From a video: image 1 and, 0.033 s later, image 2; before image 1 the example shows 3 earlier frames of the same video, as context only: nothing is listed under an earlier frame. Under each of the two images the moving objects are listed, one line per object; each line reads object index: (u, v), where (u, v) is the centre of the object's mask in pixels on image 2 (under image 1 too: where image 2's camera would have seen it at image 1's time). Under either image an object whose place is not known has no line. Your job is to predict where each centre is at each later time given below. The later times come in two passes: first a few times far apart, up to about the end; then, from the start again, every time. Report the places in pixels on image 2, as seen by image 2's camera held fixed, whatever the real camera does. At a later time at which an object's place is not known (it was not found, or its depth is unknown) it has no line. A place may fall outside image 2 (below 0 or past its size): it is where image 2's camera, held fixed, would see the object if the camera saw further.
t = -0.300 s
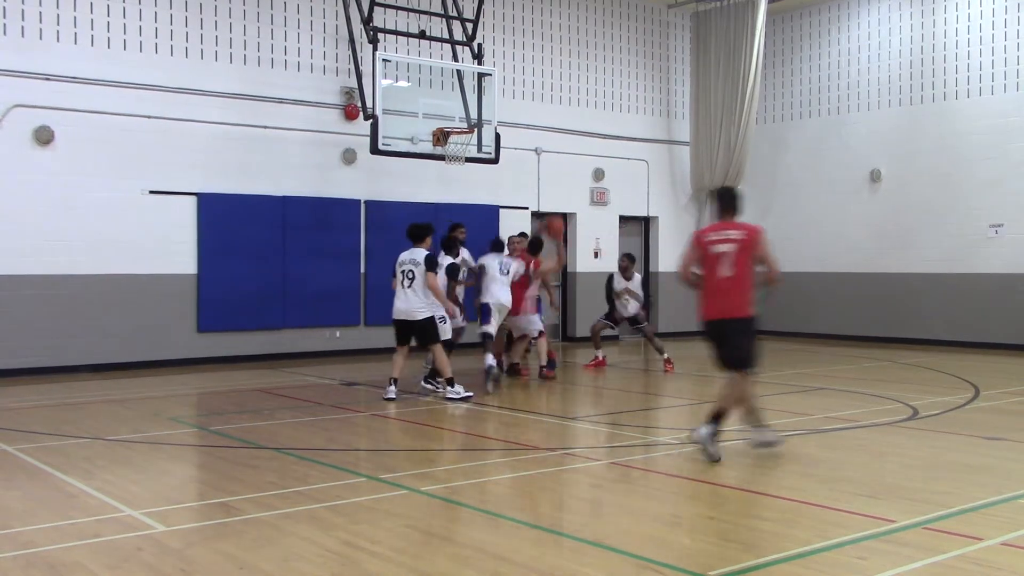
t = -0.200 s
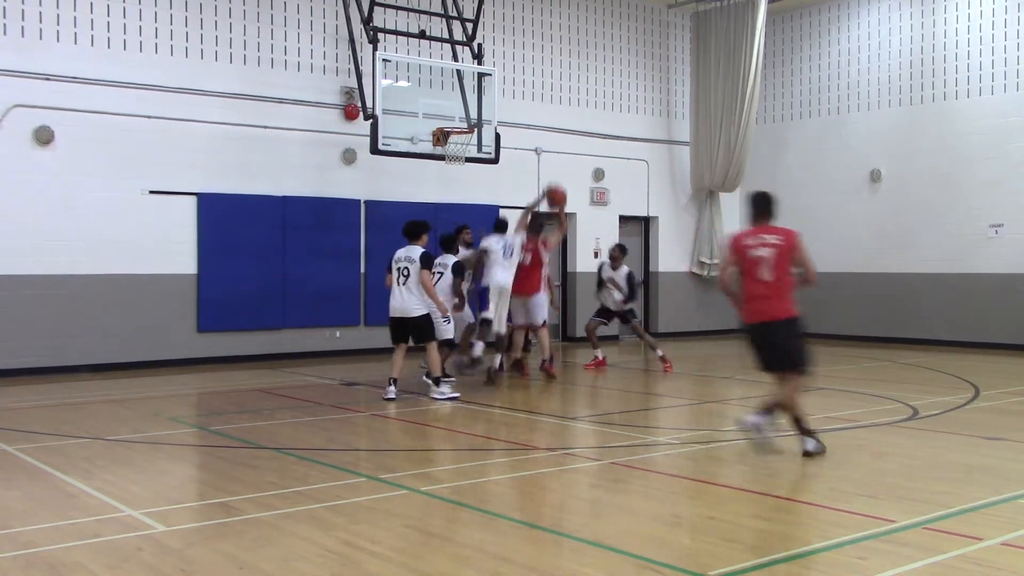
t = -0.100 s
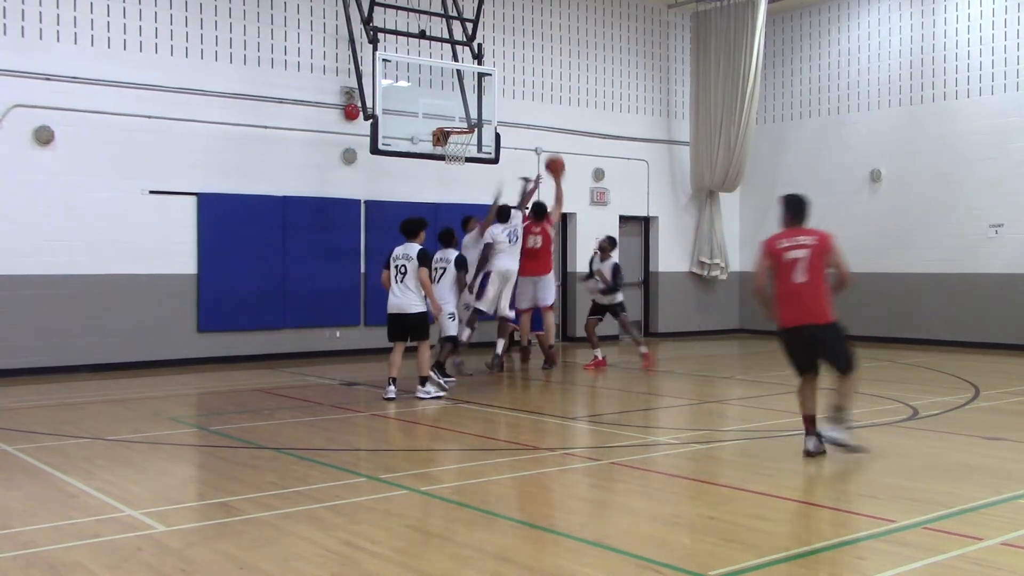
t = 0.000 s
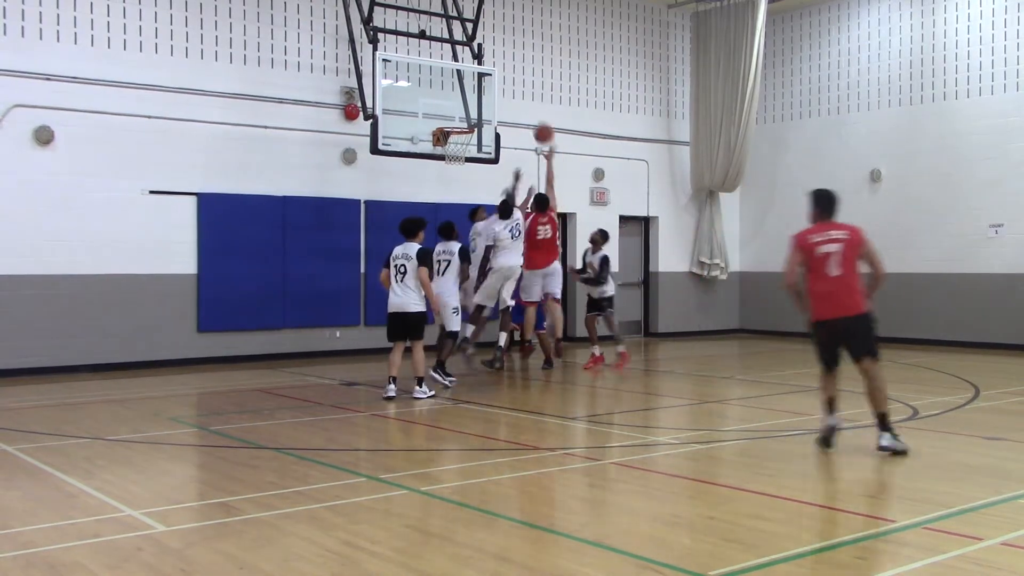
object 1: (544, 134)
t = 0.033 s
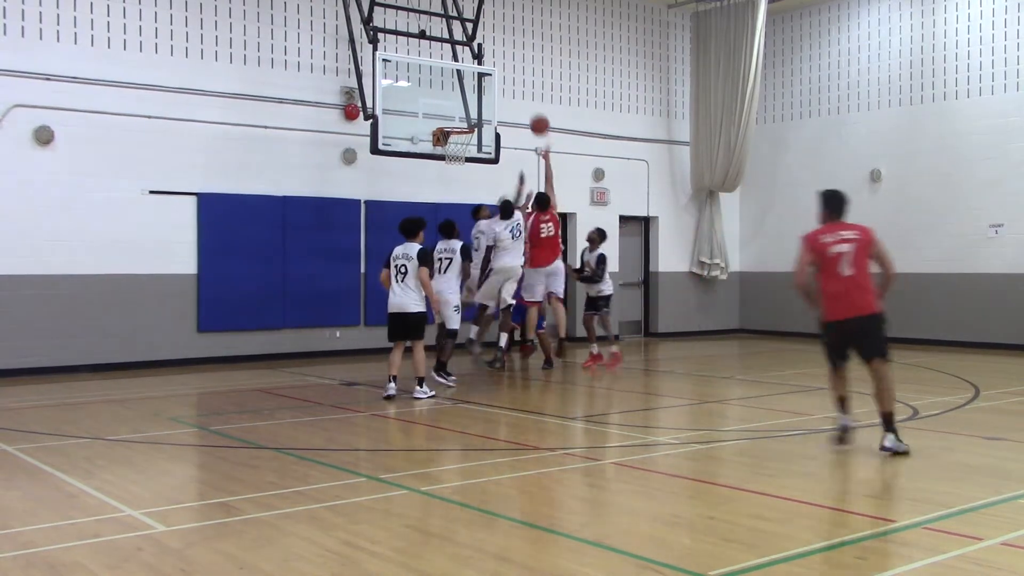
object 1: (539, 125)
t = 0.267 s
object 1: (513, 92)
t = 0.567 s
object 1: (480, 114)
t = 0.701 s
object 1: (478, 114)
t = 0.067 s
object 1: (536, 117)
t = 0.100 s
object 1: (532, 111)
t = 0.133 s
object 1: (528, 105)
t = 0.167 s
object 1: (524, 100)
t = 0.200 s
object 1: (520, 96)
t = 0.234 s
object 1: (517, 94)
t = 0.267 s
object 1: (513, 92)
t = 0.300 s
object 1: (509, 91)
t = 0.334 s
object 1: (506, 91)
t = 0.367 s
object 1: (502, 92)
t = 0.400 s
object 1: (498, 93)
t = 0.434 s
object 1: (495, 96)
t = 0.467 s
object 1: (491, 99)
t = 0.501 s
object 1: (487, 103)
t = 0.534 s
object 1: (484, 108)
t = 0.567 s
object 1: (480, 114)
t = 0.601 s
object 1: (478, 120)
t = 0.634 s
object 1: (477, 119)
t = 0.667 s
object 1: (478, 116)
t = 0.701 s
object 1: (478, 114)
